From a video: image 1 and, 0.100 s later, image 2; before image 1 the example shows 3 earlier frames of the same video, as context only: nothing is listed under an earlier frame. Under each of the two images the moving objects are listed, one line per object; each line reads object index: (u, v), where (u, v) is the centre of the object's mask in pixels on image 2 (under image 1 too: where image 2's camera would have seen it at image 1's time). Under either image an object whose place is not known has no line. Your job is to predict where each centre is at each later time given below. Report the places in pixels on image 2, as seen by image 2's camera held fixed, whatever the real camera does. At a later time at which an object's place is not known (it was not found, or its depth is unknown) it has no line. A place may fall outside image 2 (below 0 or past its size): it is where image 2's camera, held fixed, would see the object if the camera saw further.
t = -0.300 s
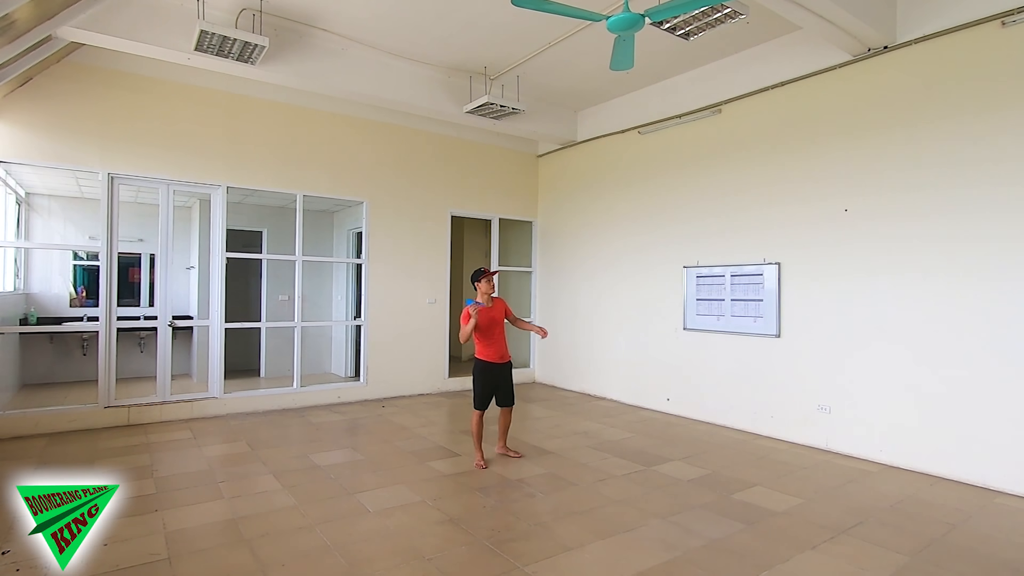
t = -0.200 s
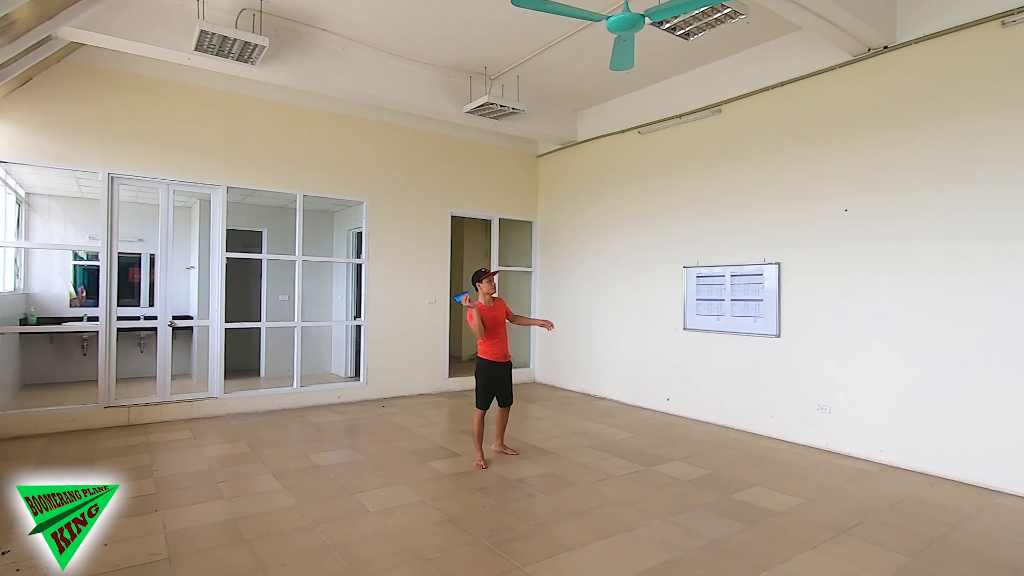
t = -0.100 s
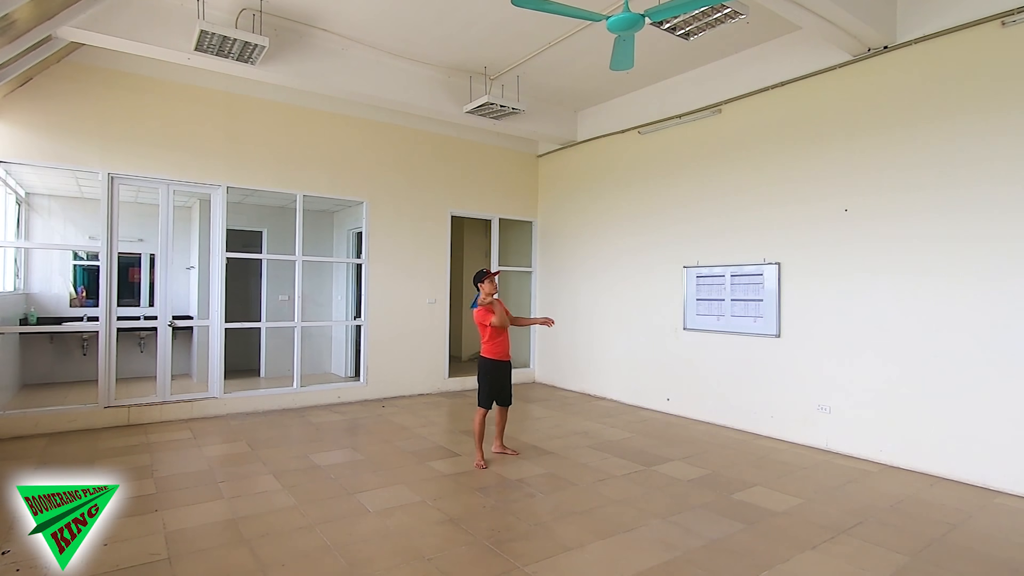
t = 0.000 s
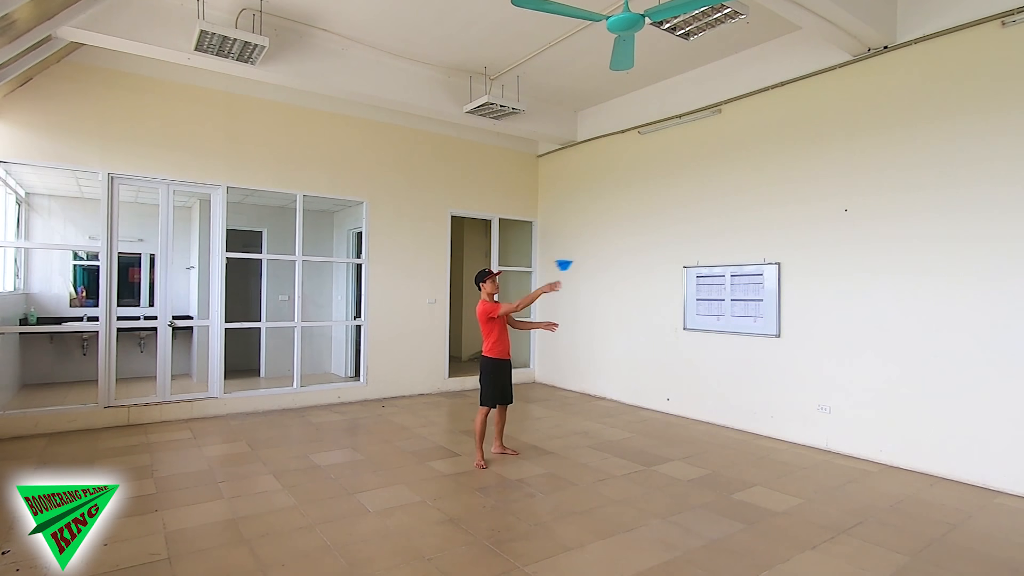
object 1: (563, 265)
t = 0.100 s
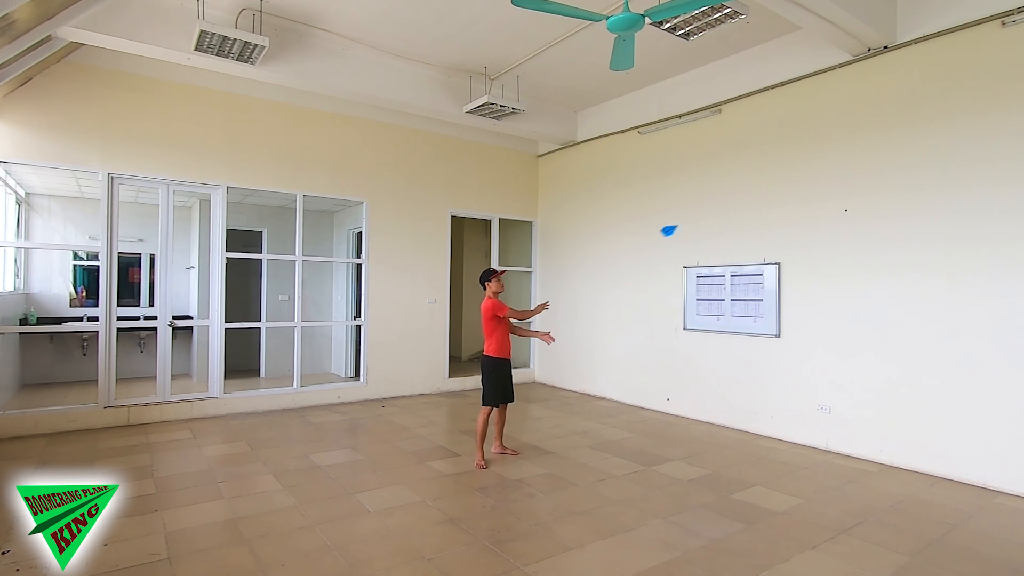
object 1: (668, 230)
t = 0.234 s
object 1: (790, 161)
